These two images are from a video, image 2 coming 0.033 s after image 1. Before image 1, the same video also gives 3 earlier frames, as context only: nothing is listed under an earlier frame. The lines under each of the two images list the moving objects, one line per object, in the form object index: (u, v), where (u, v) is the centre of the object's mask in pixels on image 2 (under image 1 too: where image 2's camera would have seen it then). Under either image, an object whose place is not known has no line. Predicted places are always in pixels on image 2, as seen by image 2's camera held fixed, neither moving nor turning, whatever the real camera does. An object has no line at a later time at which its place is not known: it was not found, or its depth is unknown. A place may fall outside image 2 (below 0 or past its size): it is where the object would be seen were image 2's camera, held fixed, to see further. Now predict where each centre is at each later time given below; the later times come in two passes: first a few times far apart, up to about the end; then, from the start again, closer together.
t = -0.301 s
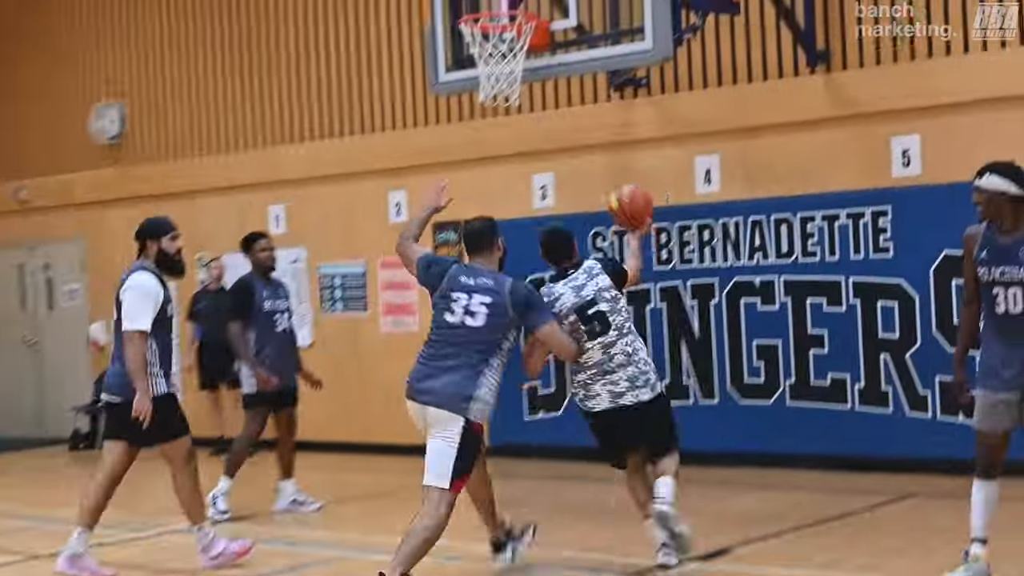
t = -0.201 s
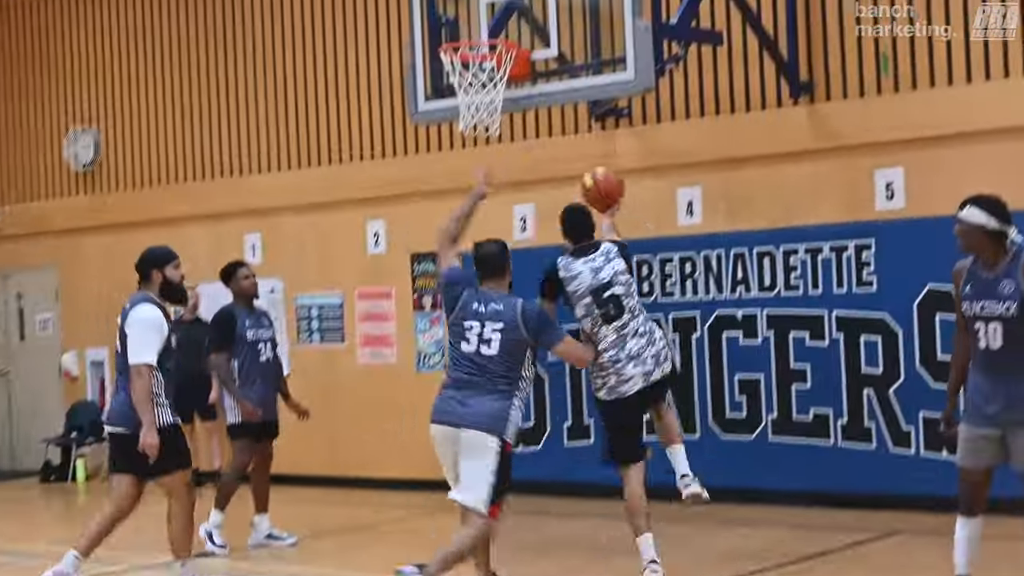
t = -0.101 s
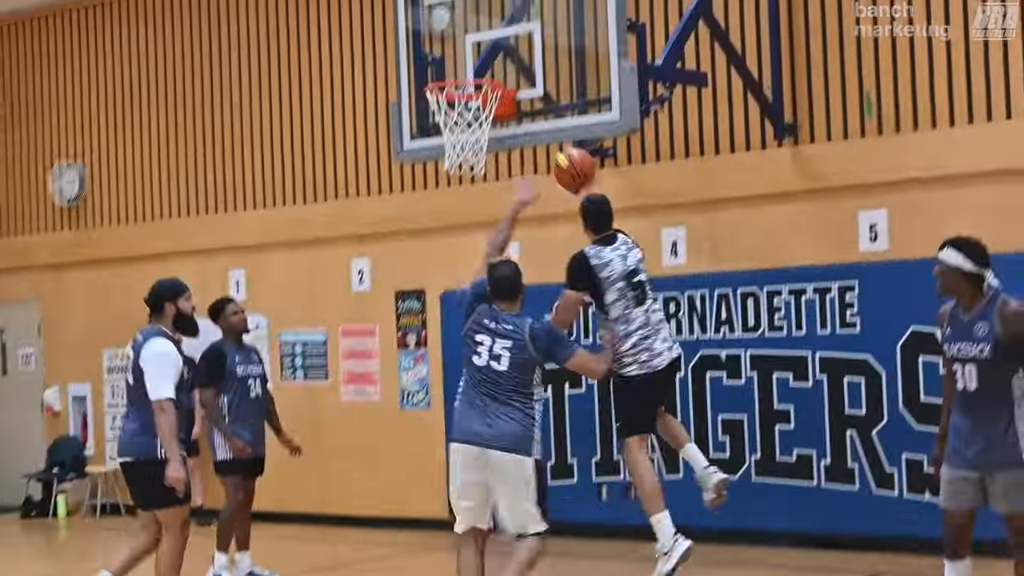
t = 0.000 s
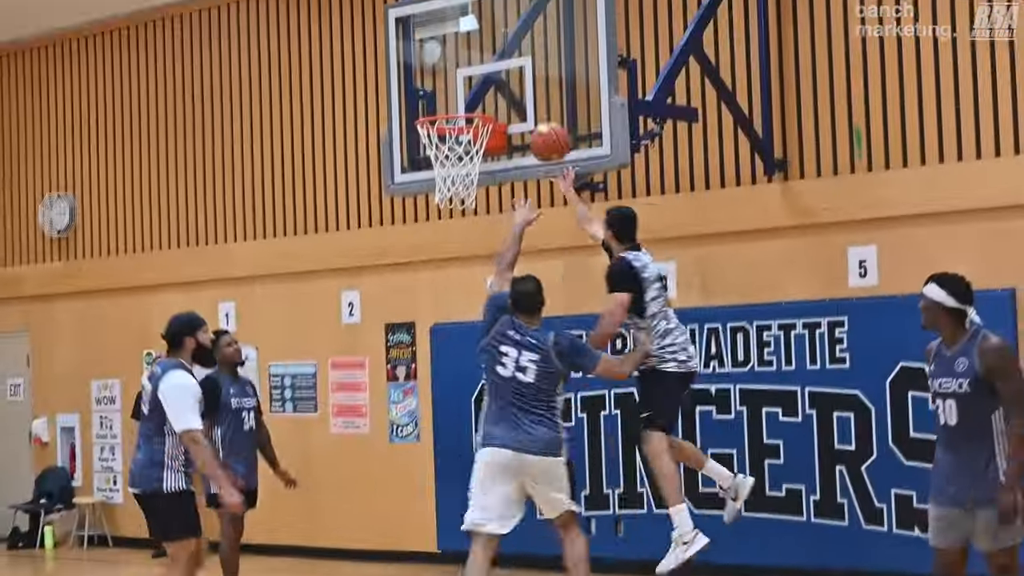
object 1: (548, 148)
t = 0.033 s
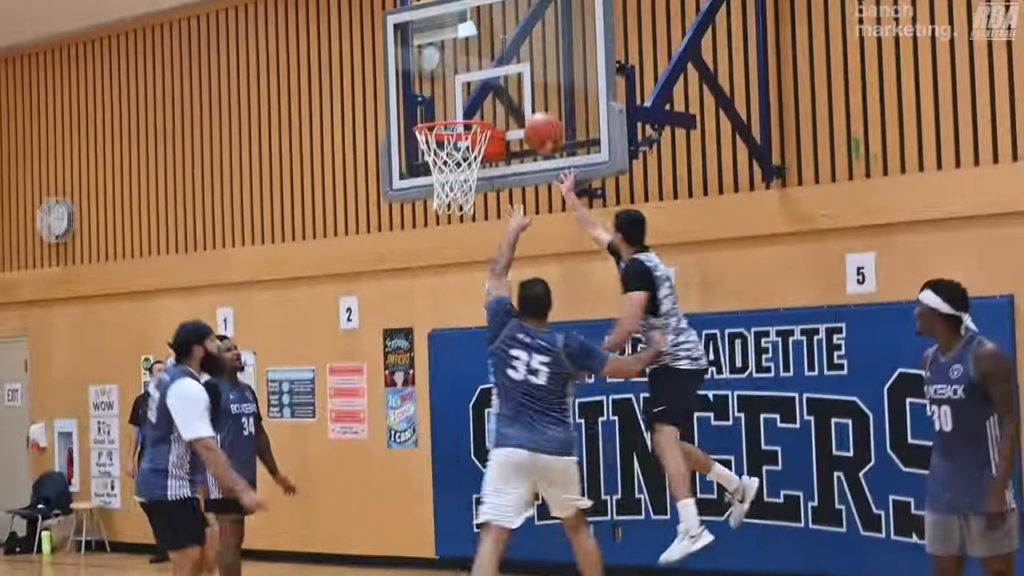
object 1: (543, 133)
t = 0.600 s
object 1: (448, 134)
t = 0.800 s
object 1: (476, 189)
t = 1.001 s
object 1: (490, 235)
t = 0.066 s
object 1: (538, 118)
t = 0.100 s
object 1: (534, 106)
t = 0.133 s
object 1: (530, 96)
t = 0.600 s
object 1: (448, 134)
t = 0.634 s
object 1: (456, 142)
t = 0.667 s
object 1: (464, 155)
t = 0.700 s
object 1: (473, 161)
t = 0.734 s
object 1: (477, 164)
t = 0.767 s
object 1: (477, 175)
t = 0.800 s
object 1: (476, 189)
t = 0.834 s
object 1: (481, 191)
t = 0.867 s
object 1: (484, 193)
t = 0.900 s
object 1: (485, 199)
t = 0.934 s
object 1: (485, 207)
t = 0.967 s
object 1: (487, 221)
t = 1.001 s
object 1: (490, 235)
